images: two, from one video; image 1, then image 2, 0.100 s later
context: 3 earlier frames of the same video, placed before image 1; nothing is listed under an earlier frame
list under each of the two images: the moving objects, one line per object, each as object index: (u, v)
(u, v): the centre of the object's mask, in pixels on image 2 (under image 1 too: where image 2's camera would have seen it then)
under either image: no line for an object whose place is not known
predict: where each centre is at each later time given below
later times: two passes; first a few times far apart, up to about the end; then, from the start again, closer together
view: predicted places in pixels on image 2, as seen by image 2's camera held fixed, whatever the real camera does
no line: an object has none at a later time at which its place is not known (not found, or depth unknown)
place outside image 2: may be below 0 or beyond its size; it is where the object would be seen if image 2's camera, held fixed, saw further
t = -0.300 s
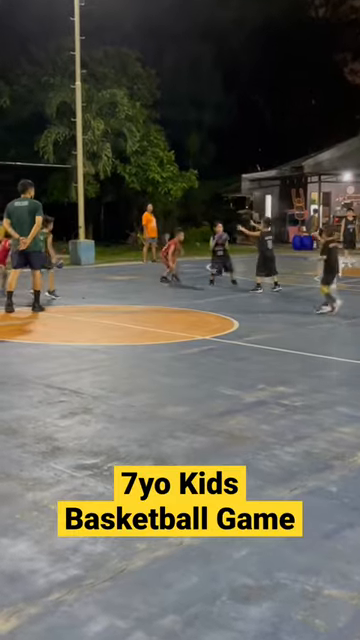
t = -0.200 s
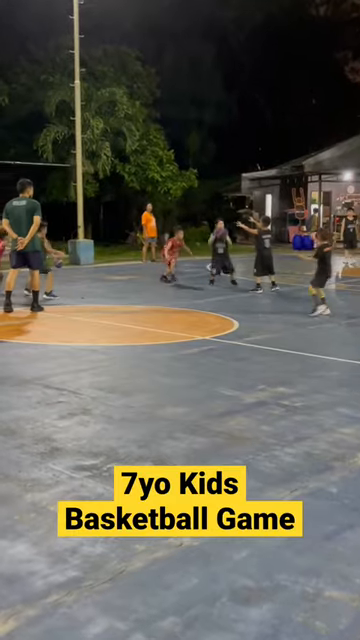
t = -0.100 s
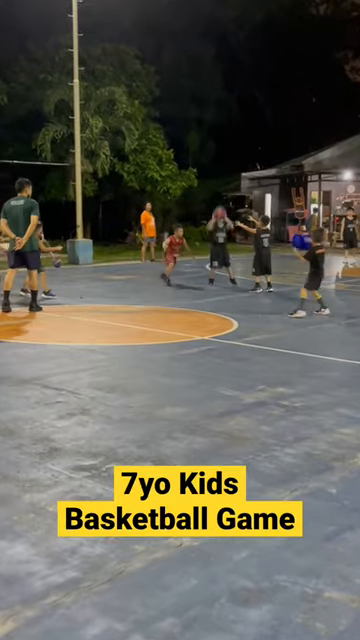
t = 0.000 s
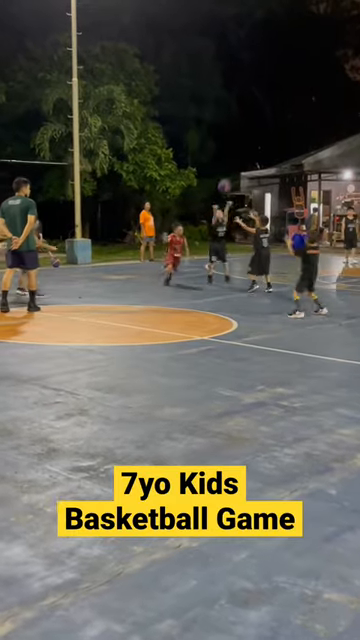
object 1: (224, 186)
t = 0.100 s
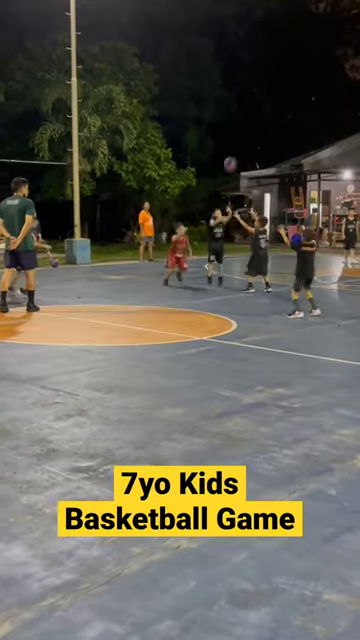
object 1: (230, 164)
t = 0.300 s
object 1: (242, 133)
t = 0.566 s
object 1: (261, 129)
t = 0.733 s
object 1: (275, 151)
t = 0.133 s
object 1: (232, 157)
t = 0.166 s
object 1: (234, 151)
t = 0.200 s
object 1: (236, 146)
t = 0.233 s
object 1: (238, 141)
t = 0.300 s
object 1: (242, 133)
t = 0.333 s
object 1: (245, 130)
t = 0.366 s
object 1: (248, 128)
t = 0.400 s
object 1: (249, 127)
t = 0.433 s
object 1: (252, 126)
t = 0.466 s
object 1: (254, 126)
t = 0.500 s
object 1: (257, 126)
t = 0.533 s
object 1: (259, 128)
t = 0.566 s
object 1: (261, 129)
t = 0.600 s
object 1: (264, 132)
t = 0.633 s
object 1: (267, 136)
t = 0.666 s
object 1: (270, 140)
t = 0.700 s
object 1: (273, 145)
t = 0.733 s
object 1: (275, 151)
